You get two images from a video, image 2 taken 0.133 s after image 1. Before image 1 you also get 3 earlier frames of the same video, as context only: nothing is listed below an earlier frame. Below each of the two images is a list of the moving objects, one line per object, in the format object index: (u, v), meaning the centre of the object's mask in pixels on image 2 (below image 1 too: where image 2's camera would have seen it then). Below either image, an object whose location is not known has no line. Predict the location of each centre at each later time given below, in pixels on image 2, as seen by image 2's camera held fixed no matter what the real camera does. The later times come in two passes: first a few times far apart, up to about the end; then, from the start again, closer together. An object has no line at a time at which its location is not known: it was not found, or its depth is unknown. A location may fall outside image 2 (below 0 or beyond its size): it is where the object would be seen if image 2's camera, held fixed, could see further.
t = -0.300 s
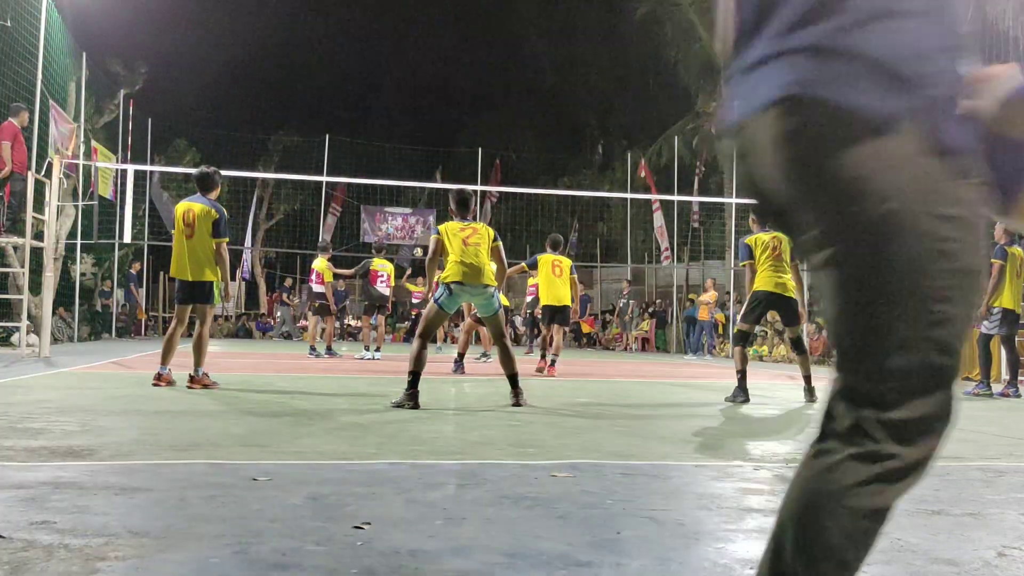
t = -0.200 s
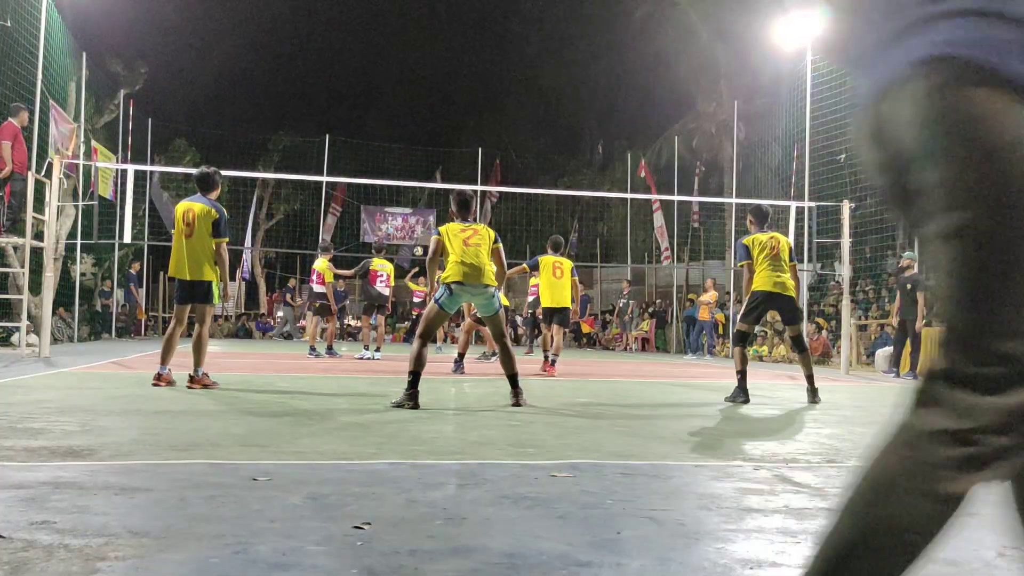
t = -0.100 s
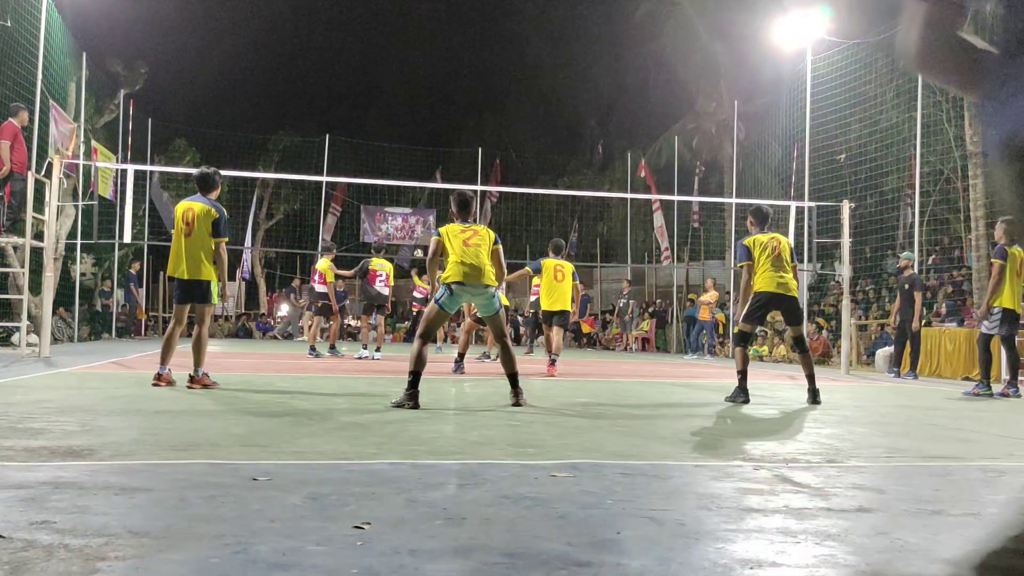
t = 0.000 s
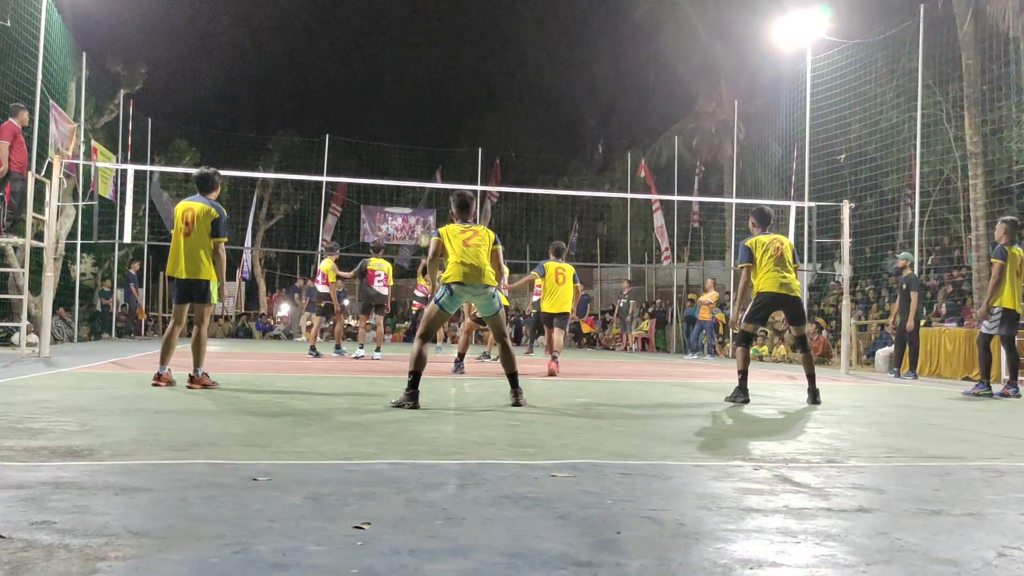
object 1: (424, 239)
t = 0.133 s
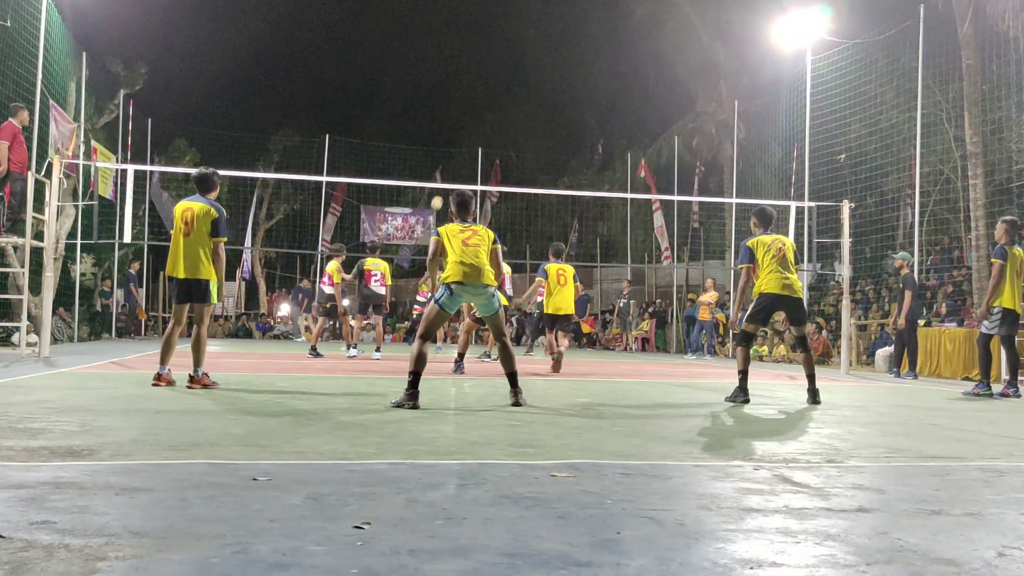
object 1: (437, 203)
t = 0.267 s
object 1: (449, 167)
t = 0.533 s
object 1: (480, 105)
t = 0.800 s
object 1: (523, 65)
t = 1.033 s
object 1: (584, 76)
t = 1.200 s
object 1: (655, 134)
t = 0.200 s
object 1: (443, 185)
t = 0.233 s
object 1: (446, 175)
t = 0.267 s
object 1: (449, 167)
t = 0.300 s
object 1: (452, 159)
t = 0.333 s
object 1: (455, 151)
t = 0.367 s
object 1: (459, 142)
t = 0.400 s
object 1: (462, 135)
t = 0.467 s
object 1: (470, 119)
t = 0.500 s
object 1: (475, 112)
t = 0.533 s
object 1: (480, 105)
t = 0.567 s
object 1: (484, 99)
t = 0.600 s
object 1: (489, 93)
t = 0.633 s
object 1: (494, 87)
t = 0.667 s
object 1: (500, 81)
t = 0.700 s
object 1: (505, 76)
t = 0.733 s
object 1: (511, 72)
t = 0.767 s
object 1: (517, 68)
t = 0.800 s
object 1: (523, 65)
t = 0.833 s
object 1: (530, 63)
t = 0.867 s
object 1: (537, 63)
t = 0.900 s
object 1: (545, 63)
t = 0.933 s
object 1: (553, 64)
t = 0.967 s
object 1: (563, 67)
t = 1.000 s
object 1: (573, 71)
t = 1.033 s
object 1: (584, 76)
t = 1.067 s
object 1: (595, 84)
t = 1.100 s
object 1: (608, 93)
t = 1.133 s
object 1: (623, 104)
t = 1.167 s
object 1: (639, 118)
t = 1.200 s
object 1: (655, 134)
